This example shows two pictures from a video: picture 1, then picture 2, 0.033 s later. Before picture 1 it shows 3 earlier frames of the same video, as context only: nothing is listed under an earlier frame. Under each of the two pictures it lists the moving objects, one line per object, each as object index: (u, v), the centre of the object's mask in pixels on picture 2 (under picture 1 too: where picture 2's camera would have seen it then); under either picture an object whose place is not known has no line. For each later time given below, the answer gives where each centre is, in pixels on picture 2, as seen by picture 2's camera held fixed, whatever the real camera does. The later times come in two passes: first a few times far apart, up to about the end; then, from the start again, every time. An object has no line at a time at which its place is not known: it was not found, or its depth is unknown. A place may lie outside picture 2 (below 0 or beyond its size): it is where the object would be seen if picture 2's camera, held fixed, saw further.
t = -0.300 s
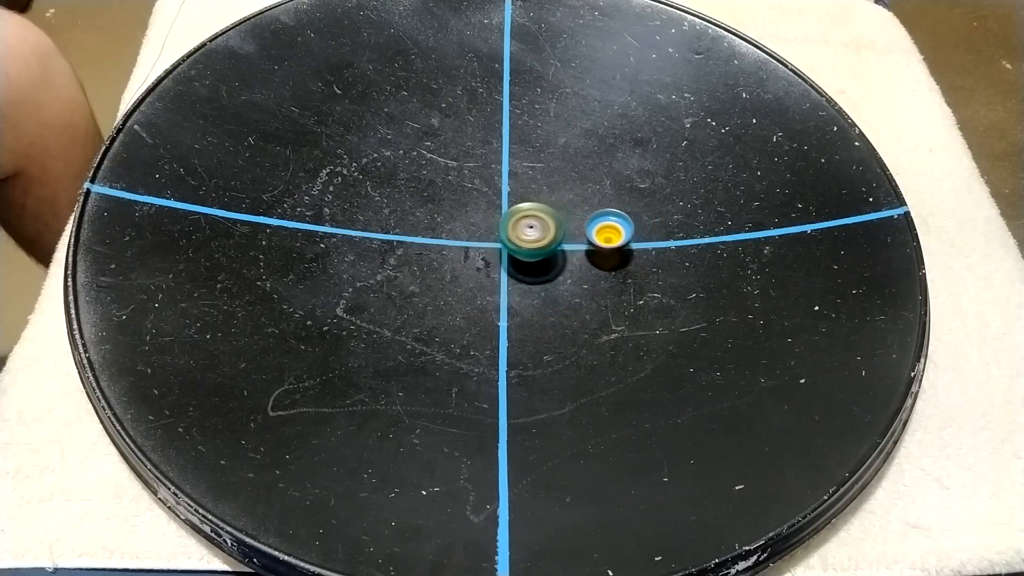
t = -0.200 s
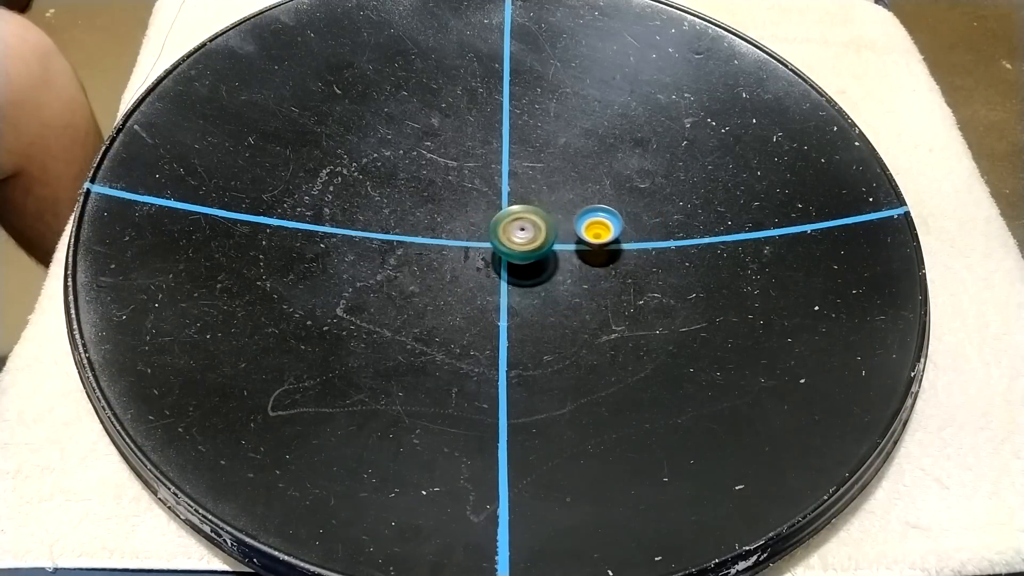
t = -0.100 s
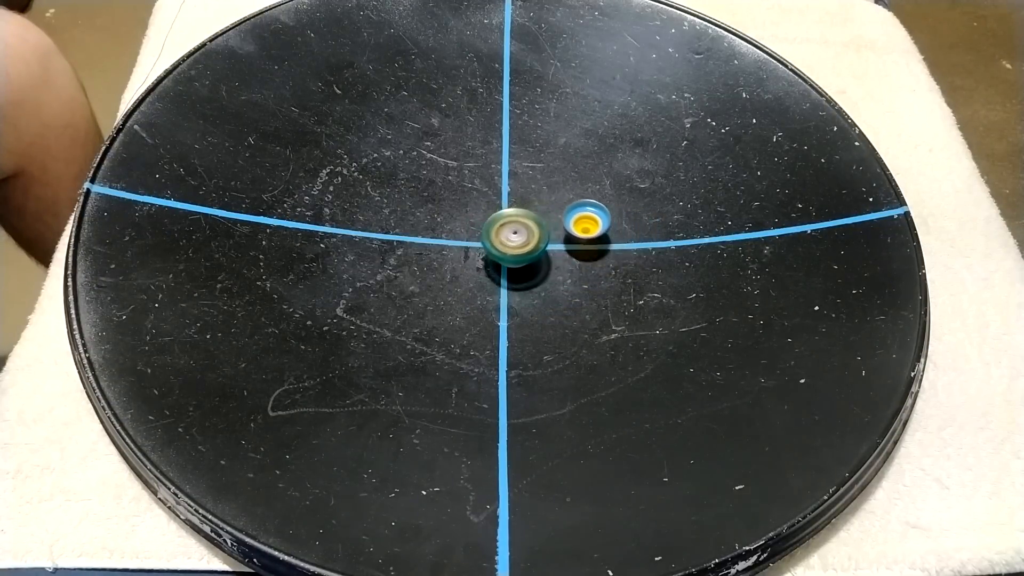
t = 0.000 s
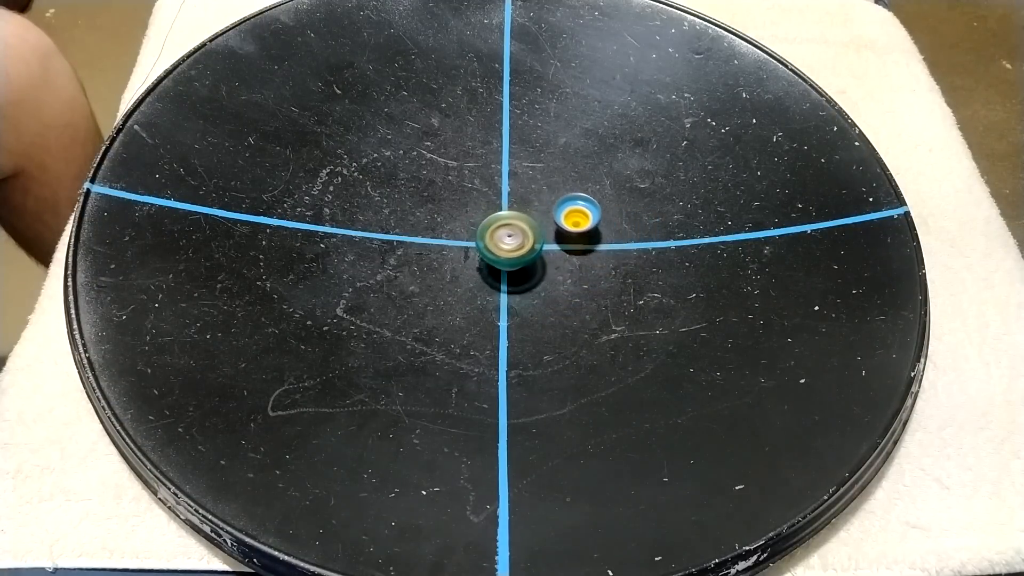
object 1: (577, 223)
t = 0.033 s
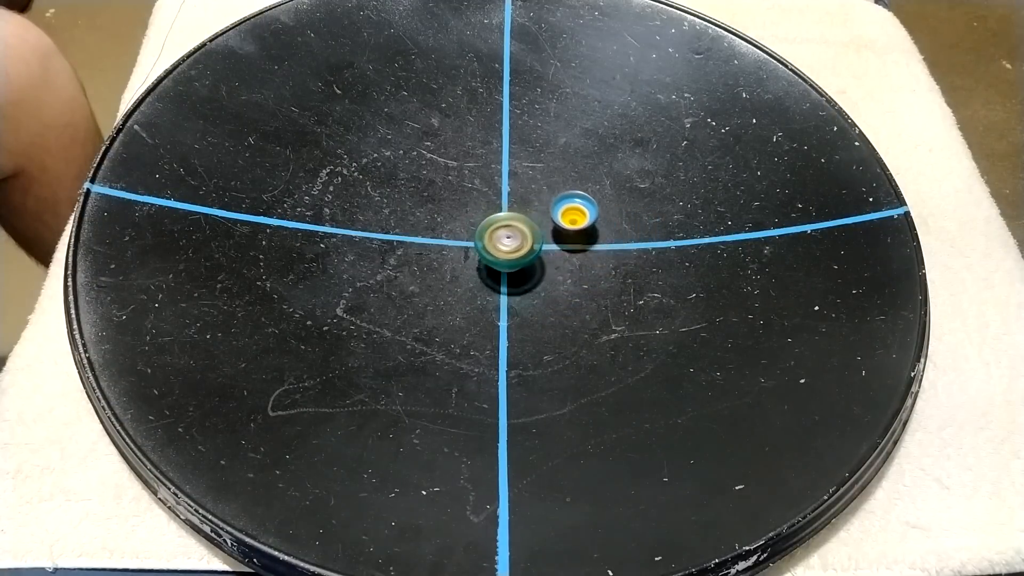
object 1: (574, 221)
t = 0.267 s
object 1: (558, 209)
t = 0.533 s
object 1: (545, 197)
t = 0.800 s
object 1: (532, 189)
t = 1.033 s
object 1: (516, 194)
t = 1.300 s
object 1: (503, 204)
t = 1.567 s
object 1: (494, 218)
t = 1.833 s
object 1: (479, 237)
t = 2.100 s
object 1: (471, 248)
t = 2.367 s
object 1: (465, 263)
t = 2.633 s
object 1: (455, 271)
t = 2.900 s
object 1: (455, 276)
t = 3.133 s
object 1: (463, 280)
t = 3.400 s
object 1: (486, 281)
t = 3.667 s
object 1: (522, 284)
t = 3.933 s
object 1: (545, 294)
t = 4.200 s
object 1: (563, 294)
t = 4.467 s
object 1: (575, 287)
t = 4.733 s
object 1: (585, 272)
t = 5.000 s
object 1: (595, 254)
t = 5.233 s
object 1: (606, 240)
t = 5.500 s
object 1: (612, 231)
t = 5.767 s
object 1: (608, 226)
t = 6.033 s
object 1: (600, 217)
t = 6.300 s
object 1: (593, 214)
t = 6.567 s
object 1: (575, 212)
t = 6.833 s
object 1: (556, 207)
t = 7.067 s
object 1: (547, 198)
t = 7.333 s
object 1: (538, 198)
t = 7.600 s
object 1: (521, 201)
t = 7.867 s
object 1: (509, 216)
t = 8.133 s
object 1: (491, 229)
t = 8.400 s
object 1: (475, 241)
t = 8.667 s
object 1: (473, 246)
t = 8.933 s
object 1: (478, 256)
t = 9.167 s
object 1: (484, 272)
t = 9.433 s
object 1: (489, 280)
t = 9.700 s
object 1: (516, 287)
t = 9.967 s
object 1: (531, 305)
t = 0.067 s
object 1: (572, 219)
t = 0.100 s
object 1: (569, 217)
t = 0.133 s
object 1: (566, 215)
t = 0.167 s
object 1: (564, 214)
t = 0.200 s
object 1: (562, 212)
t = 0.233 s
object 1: (560, 211)
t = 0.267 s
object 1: (558, 209)
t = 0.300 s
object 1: (556, 207)
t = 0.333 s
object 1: (554, 206)
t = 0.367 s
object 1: (553, 204)
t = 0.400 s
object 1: (551, 203)
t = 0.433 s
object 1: (550, 201)
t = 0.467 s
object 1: (548, 200)
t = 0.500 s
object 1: (547, 199)
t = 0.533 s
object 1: (545, 197)
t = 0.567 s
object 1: (543, 196)
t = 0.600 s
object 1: (541, 194)
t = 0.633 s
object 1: (539, 192)
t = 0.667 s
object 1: (537, 191)
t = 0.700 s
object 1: (536, 190)
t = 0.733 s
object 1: (534, 189)
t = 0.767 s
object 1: (533, 189)
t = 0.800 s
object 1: (532, 189)
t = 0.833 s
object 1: (530, 189)
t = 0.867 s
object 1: (527, 189)
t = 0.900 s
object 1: (525, 190)
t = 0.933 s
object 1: (522, 191)
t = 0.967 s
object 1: (520, 191)
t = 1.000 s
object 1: (518, 192)
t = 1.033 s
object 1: (516, 194)
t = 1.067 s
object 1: (514, 195)
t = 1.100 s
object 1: (512, 196)
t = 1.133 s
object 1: (511, 198)
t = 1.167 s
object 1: (509, 199)
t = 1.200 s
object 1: (507, 200)
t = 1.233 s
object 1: (506, 201)
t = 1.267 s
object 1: (504, 202)
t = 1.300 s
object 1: (503, 204)
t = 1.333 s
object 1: (501, 205)
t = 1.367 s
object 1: (500, 206)
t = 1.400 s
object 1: (499, 208)
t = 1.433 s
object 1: (498, 210)
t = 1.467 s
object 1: (497, 212)
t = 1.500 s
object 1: (497, 214)
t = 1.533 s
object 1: (496, 215)
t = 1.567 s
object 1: (494, 218)
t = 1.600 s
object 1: (493, 220)
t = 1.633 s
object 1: (491, 223)
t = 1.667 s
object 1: (489, 226)
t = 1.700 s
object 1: (488, 229)
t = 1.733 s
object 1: (486, 231)
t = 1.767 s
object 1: (484, 234)
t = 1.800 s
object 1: (481, 236)
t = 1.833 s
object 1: (479, 237)
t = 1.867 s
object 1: (477, 240)
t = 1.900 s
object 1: (475, 242)
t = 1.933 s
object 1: (473, 244)
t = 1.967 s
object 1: (473, 245)
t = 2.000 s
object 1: (473, 246)
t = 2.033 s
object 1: (472, 247)
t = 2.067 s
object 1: (471, 247)
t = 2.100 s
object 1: (471, 248)
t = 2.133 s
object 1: (470, 250)
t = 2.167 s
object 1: (469, 252)
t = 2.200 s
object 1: (467, 255)
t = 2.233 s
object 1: (467, 257)
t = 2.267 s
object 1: (466, 258)
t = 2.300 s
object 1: (466, 259)
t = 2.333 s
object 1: (465, 261)
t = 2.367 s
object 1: (465, 263)
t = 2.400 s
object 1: (464, 265)
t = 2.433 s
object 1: (464, 267)
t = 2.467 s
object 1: (464, 266)
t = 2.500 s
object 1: (464, 266)
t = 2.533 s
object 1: (459, 267)
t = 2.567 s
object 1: (457, 269)
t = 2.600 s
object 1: (456, 270)
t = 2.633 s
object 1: (455, 271)
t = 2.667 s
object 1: (455, 271)
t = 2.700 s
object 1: (454, 272)
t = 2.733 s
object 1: (454, 273)
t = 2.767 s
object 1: (453, 274)
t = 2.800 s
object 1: (453, 275)
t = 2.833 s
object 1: (454, 275)
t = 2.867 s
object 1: (455, 276)
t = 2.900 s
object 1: (455, 276)
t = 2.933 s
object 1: (456, 277)
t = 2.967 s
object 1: (457, 278)
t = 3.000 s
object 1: (458, 279)
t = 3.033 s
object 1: (459, 279)
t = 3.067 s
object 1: (460, 279)
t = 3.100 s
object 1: (462, 280)
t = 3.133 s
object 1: (463, 280)
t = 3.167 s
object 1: (466, 280)
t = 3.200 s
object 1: (467, 281)
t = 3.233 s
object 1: (470, 281)
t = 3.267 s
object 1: (473, 281)
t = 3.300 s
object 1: (475, 281)
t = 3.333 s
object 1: (478, 281)
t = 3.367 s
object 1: (482, 281)
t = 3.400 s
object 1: (486, 281)
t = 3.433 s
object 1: (491, 281)
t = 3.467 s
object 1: (496, 281)
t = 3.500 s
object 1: (502, 281)
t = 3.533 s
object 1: (506, 282)
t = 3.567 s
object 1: (510, 283)
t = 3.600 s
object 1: (514, 283)
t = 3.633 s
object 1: (518, 284)
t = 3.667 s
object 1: (522, 284)
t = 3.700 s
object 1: (526, 285)
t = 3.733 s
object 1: (529, 287)
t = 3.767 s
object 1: (532, 289)
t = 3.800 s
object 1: (535, 290)
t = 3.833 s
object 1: (538, 291)
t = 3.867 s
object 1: (541, 292)
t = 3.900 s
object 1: (543, 293)
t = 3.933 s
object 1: (545, 294)
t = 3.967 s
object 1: (548, 295)
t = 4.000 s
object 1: (551, 295)
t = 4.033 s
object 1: (553, 296)
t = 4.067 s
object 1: (555, 296)
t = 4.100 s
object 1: (557, 296)
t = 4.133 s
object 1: (559, 295)
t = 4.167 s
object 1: (561, 295)
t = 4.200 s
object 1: (563, 294)
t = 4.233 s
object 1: (565, 293)
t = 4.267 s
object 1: (566, 293)
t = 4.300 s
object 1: (567, 292)
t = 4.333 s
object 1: (569, 291)
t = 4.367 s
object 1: (571, 290)
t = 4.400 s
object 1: (572, 289)
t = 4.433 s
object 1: (573, 288)
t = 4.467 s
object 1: (575, 287)
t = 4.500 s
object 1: (576, 286)
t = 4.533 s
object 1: (577, 284)
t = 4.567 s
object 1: (578, 282)
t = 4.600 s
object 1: (580, 281)
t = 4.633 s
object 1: (581, 279)
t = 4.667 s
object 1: (582, 277)
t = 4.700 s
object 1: (583, 274)
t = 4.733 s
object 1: (585, 272)
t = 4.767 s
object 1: (586, 270)
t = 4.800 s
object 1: (587, 268)
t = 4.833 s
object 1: (588, 266)
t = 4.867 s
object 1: (590, 263)
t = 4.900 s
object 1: (591, 261)
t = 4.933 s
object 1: (592, 259)
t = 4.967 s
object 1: (594, 256)
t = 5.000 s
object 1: (595, 254)
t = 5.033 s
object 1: (596, 252)
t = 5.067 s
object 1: (598, 250)
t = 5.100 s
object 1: (600, 248)
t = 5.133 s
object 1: (601, 246)
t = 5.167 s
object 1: (603, 244)
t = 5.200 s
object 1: (604, 242)
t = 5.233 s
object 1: (606, 240)
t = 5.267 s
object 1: (607, 239)
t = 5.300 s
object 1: (608, 238)
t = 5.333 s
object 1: (610, 237)
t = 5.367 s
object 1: (611, 235)
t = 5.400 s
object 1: (611, 234)
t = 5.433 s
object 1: (611, 233)
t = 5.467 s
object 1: (612, 232)
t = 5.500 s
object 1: (612, 231)
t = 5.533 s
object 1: (612, 230)
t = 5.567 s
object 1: (612, 229)
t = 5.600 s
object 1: (612, 228)
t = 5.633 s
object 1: (611, 228)
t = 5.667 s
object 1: (610, 227)
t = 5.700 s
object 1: (610, 227)
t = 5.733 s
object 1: (609, 226)
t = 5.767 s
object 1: (608, 226)
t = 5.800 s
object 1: (607, 226)
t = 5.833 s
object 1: (605, 225)
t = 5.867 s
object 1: (604, 224)
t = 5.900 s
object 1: (602, 223)
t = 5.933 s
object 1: (601, 221)
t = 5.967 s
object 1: (601, 219)
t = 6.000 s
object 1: (601, 218)
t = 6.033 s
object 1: (600, 217)
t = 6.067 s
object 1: (600, 215)
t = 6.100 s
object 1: (600, 215)
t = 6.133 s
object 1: (600, 214)
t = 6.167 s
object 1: (600, 214)
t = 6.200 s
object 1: (599, 213)
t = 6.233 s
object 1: (597, 214)
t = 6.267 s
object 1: (596, 214)
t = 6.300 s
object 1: (593, 214)
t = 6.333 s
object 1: (592, 214)
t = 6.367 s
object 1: (589, 213)
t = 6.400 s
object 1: (587, 213)
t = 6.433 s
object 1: (585, 213)
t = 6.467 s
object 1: (583, 213)
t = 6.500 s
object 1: (580, 212)
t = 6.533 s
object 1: (578, 212)
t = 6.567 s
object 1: (575, 212)
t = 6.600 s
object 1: (573, 212)
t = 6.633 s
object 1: (570, 211)
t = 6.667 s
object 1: (567, 211)
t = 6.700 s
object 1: (565, 211)
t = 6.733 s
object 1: (562, 210)
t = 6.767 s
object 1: (560, 209)
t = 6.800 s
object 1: (558, 208)
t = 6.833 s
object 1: (556, 207)
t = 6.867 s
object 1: (553, 205)
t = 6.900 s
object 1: (551, 204)
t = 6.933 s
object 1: (550, 201)
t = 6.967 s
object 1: (549, 200)
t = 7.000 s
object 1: (549, 199)
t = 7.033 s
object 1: (548, 198)
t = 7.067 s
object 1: (547, 198)
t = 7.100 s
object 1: (546, 198)
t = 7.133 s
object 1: (545, 198)
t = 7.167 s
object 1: (544, 197)
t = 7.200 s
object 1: (543, 198)
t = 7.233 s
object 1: (543, 198)
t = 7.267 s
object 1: (542, 198)
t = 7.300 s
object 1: (540, 198)
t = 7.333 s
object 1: (538, 198)
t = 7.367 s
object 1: (536, 198)
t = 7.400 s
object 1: (533, 199)
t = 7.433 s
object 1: (531, 199)
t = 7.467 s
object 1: (529, 199)
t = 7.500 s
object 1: (527, 199)
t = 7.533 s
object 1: (524, 200)
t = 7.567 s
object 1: (523, 200)
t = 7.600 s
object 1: (521, 201)
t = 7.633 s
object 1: (518, 204)
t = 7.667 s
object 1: (516, 205)
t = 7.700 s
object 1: (515, 207)
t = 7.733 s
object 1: (514, 209)
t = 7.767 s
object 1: (513, 210)
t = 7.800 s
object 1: (512, 213)
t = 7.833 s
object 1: (510, 214)
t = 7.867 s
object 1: (509, 216)
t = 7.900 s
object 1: (506, 217)
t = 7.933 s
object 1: (504, 220)
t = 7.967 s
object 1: (502, 221)
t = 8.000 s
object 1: (499, 223)
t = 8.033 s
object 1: (497, 224)
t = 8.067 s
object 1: (495, 226)
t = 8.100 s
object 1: (493, 227)
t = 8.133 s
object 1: (491, 229)
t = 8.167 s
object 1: (488, 230)
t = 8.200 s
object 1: (486, 232)
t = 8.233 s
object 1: (483, 233)
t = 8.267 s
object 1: (480, 235)
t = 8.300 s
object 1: (479, 236)
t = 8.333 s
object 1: (479, 238)
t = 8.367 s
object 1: (477, 239)
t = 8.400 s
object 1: (475, 241)
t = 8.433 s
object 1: (474, 242)
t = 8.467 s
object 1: (473, 243)
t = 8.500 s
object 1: (473, 244)
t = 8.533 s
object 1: (473, 245)
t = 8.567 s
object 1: (473, 246)
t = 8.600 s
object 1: (473, 247)
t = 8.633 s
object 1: (473, 247)
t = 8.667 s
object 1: (473, 246)
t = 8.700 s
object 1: (473, 246)
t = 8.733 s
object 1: (473, 247)
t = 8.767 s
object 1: (474, 248)
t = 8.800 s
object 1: (475, 249)
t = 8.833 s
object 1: (476, 251)
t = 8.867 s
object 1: (477, 253)
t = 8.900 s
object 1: (477, 254)
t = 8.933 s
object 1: (478, 256)
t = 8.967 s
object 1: (479, 258)
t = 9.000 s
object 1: (479, 261)
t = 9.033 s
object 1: (481, 263)
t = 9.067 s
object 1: (482, 265)
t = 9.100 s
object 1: (482, 268)
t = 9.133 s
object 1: (483, 270)
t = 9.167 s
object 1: (484, 272)
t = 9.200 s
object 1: (484, 275)
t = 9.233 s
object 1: (485, 277)
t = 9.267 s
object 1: (486, 278)
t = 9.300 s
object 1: (486, 278)
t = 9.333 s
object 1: (486, 278)
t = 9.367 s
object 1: (486, 279)
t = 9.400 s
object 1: (488, 280)
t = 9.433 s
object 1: (489, 280)
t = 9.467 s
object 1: (492, 280)
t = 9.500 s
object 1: (495, 281)
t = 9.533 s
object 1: (498, 281)
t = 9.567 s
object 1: (501, 282)
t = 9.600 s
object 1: (505, 283)
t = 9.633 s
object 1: (509, 285)
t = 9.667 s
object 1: (512, 286)
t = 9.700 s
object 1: (516, 287)
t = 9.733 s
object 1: (519, 288)
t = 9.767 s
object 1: (523, 290)
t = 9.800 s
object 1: (525, 292)
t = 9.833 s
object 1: (527, 295)
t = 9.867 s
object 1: (529, 297)
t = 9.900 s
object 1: (530, 300)
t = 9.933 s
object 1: (531, 302)
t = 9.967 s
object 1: (531, 305)
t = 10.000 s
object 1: (531, 307)
